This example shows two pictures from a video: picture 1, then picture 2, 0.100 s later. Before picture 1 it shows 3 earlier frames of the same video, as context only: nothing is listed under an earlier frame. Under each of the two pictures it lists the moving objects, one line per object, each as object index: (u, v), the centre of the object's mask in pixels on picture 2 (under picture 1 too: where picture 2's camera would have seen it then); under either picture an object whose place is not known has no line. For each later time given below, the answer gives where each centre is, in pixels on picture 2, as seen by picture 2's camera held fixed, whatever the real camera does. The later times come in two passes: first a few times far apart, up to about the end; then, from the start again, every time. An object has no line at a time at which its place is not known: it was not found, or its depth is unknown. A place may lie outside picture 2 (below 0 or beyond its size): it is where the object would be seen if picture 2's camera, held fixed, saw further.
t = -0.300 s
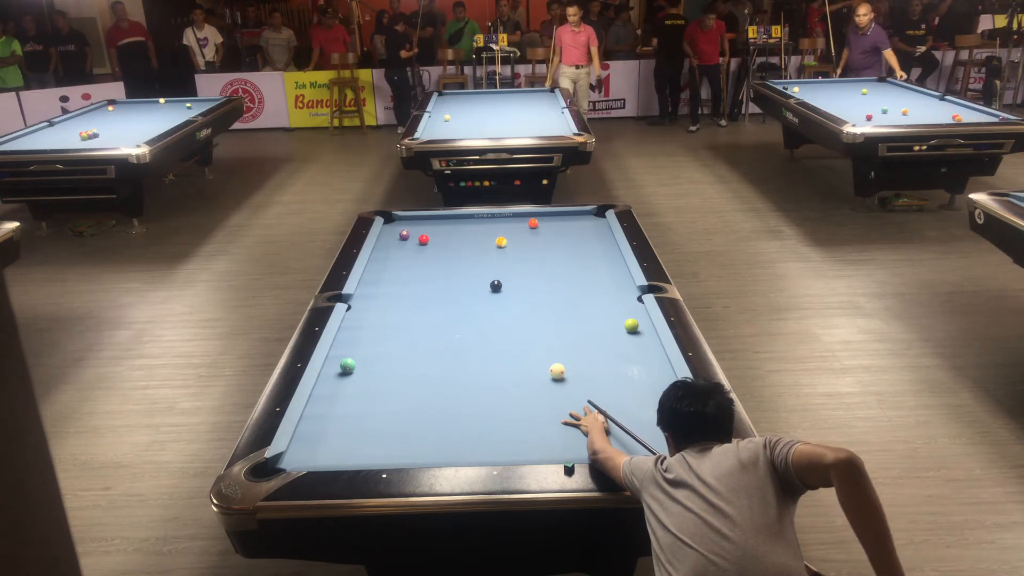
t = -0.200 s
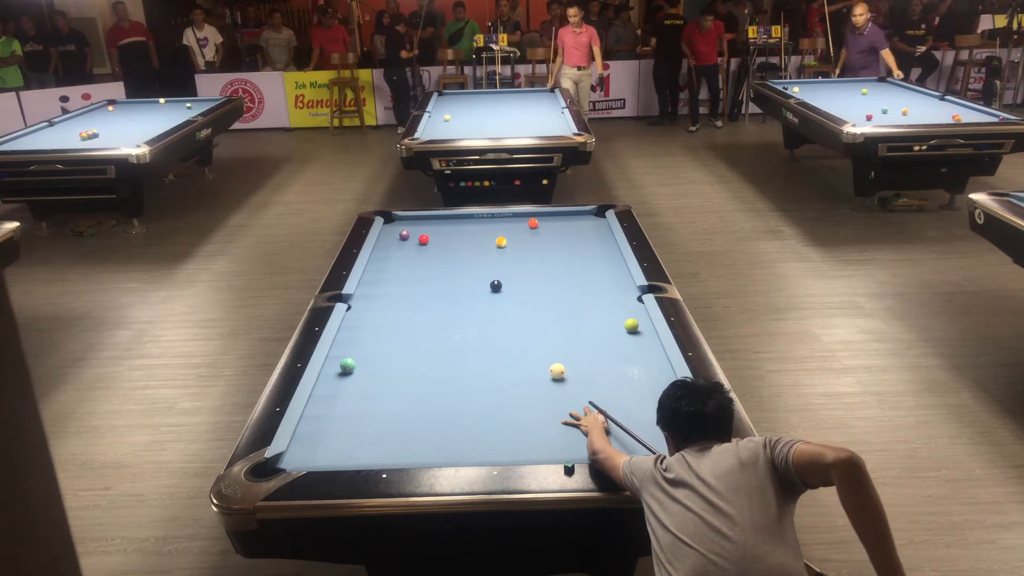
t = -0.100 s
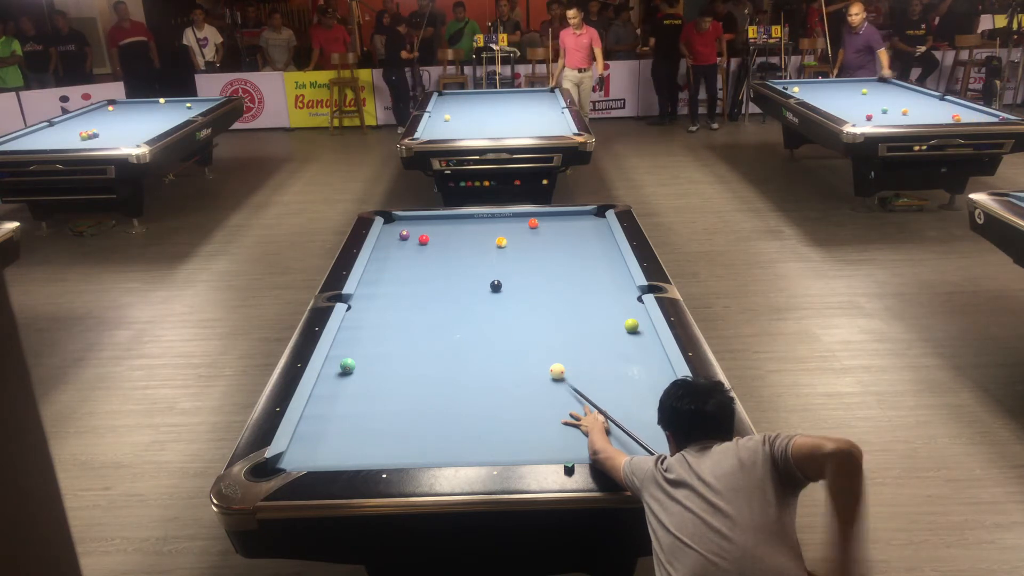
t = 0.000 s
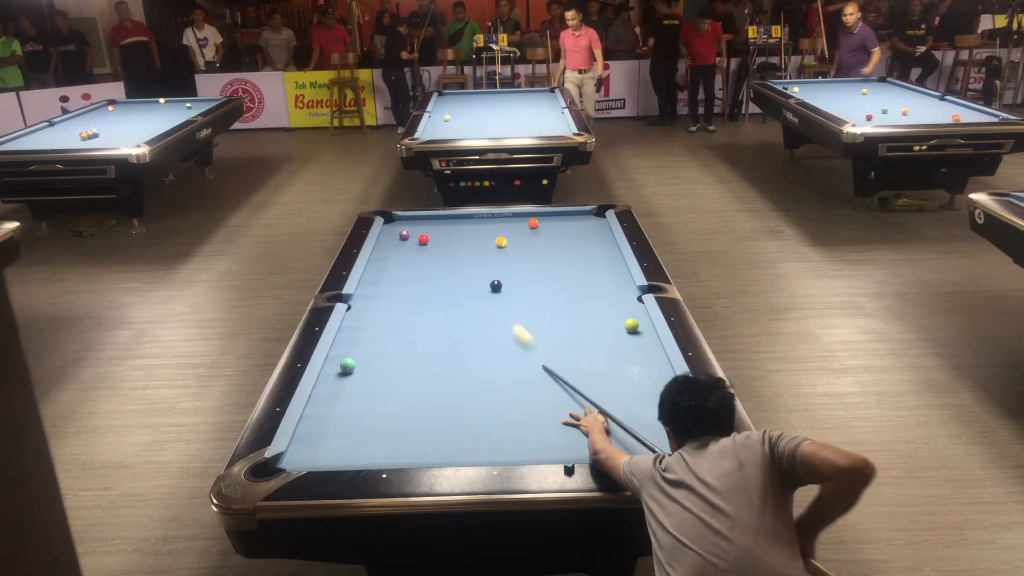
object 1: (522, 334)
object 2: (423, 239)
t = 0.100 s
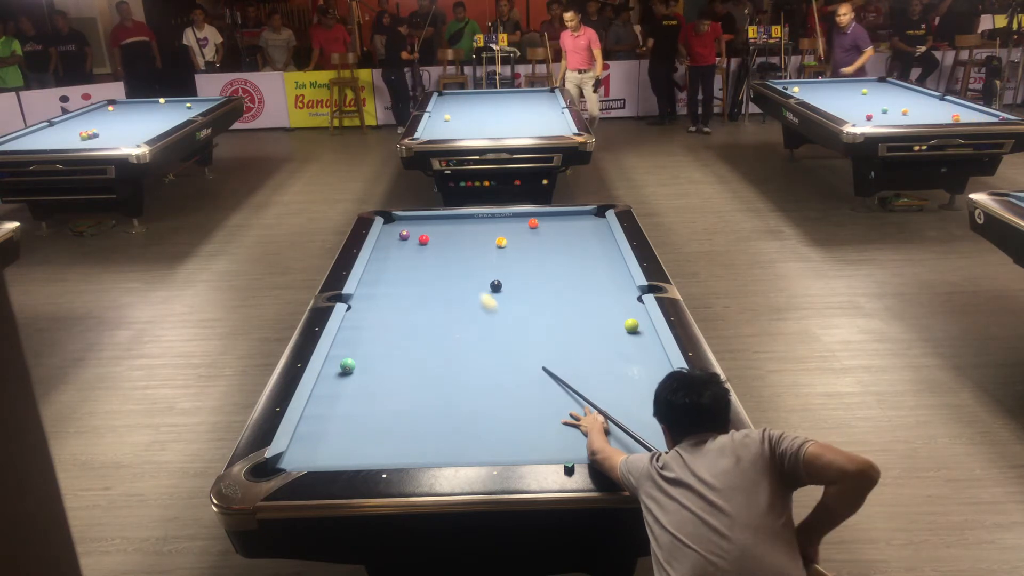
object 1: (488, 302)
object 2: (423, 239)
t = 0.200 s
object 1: (461, 276)
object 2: (423, 239)
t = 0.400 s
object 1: (428, 242)
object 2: (419, 234)
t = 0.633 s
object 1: (432, 244)
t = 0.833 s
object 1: (436, 245)
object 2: (410, 229)
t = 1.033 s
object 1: (439, 246)
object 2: (425, 236)
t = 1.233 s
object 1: (442, 248)
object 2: (439, 240)
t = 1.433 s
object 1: (444, 252)
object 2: (457, 245)
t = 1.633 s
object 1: (446, 258)
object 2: (473, 247)
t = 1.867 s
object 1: (448, 264)
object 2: (491, 250)
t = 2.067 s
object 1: (450, 269)
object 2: (507, 252)
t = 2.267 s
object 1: (452, 274)
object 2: (522, 253)
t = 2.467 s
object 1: (454, 279)
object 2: (537, 255)
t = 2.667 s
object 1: (456, 284)
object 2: (551, 257)
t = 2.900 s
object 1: (458, 289)
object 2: (567, 259)
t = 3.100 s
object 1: (459, 294)
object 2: (581, 261)
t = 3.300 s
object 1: (461, 298)
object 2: (594, 262)
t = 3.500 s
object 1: (462, 302)
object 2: (606, 264)
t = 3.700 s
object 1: (463, 306)
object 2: (618, 265)
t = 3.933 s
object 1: (464, 310)
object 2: (616, 266)
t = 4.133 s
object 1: (465, 314)
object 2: (612, 266)
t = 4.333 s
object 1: (466, 317)
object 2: (609, 266)
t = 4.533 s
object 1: (466, 320)
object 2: (606, 266)
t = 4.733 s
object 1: (467, 322)
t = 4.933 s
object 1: (468, 325)
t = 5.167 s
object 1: (468, 327)
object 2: (602, 265)
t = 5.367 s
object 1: (468, 329)
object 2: (602, 266)
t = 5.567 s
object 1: (468, 330)
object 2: (602, 266)
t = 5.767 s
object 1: (468, 331)
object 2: (602, 266)
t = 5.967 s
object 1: (469, 331)
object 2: (602, 266)
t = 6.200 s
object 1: (469, 331)
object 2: (602, 266)
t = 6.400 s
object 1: (469, 331)
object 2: (602, 266)
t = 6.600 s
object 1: (469, 331)
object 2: (602, 266)
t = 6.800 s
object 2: (602, 266)
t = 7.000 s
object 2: (602, 266)
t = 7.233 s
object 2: (602, 266)
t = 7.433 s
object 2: (602, 266)
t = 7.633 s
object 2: (602, 266)
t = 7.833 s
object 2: (602, 266)
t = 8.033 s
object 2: (602, 266)
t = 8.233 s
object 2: (602, 266)
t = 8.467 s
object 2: (602, 266)
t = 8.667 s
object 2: (602, 266)
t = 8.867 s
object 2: (602, 266)
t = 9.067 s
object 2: (602, 266)
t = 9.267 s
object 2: (602, 266)
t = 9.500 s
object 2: (602, 266)
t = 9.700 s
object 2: (602, 266)
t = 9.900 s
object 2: (602, 266)
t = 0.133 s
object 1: (479, 292)
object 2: (423, 239)
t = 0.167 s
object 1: (470, 284)
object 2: (424, 239)
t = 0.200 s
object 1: (461, 276)
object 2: (423, 239)
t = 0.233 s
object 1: (454, 268)
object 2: (424, 239)
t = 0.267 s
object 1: (447, 261)
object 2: (424, 239)
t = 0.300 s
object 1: (440, 255)
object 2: (424, 239)
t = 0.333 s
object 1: (434, 248)
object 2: (423, 239)
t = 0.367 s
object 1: (429, 243)
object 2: (422, 237)
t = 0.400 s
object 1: (428, 242)
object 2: (419, 234)
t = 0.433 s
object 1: (428, 242)
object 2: (413, 230)
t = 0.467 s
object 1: (429, 243)
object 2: (408, 225)
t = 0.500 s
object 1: (430, 243)
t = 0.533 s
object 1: (430, 243)
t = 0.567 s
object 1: (431, 243)
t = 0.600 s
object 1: (431, 243)
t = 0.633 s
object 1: (432, 244)
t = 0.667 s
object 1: (433, 244)
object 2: (396, 224)
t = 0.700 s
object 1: (433, 244)
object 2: (399, 226)
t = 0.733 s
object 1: (434, 244)
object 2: (401, 226)
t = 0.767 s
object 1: (435, 244)
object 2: (405, 226)
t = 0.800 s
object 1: (435, 245)
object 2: (407, 227)
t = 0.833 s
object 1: (436, 245)
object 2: (410, 229)
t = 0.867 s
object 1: (437, 245)
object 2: (413, 231)
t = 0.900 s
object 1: (437, 245)
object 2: (415, 232)
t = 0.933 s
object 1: (438, 246)
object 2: (417, 233)
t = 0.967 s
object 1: (438, 246)
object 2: (419, 234)
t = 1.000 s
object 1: (439, 246)
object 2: (422, 235)
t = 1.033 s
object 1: (439, 246)
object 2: (425, 236)
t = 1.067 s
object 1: (440, 247)
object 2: (427, 237)
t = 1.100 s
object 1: (440, 247)
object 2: (429, 238)
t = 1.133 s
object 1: (441, 247)
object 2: (432, 239)
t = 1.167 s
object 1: (441, 247)
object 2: (434, 240)
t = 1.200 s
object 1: (442, 247)
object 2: (437, 240)
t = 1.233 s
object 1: (442, 248)
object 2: (439, 240)
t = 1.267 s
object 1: (443, 248)
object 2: (443, 240)
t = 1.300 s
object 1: (443, 249)
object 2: (447, 242)
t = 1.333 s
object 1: (443, 250)
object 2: (450, 243)
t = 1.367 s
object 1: (444, 251)
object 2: (452, 244)
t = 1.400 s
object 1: (444, 252)
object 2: (454, 244)
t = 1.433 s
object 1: (444, 252)
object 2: (457, 245)
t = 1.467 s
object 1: (445, 253)
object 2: (460, 245)
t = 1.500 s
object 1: (445, 254)
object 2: (462, 246)
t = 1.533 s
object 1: (445, 255)
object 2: (465, 246)
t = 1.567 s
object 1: (446, 256)
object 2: (468, 246)
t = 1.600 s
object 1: (446, 257)
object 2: (470, 247)
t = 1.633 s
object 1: (446, 258)
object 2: (473, 247)
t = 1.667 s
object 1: (446, 258)
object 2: (475, 248)
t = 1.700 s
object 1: (447, 259)
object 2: (478, 248)
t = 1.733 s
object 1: (447, 260)
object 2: (481, 248)
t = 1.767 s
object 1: (447, 261)
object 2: (483, 249)
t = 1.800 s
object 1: (448, 262)
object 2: (486, 249)
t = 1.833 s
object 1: (448, 263)
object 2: (489, 249)
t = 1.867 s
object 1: (448, 264)
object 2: (491, 250)
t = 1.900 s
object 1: (449, 265)
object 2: (494, 250)
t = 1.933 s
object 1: (449, 265)
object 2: (496, 251)
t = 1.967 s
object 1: (449, 266)
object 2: (499, 251)
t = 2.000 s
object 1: (450, 267)
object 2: (501, 251)
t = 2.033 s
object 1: (450, 268)
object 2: (504, 252)
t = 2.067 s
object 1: (450, 269)
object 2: (507, 252)
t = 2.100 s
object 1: (451, 270)
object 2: (510, 252)
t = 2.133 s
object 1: (451, 271)
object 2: (512, 252)
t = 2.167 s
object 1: (451, 271)
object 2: (515, 253)
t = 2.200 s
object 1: (452, 272)
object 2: (517, 253)
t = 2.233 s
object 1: (452, 273)
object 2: (519, 253)
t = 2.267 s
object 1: (452, 274)
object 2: (522, 253)
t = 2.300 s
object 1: (452, 275)
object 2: (525, 254)
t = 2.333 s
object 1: (453, 275)
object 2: (527, 254)
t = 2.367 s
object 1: (453, 276)
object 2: (530, 254)
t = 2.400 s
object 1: (453, 277)
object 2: (532, 255)
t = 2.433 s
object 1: (454, 278)
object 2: (534, 255)
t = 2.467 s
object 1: (454, 279)
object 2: (537, 255)
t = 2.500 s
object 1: (454, 280)
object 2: (539, 255)
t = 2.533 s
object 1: (454, 280)
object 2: (542, 256)
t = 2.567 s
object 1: (455, 281)
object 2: (544, 256)
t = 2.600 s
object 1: (455, 282)
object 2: (546, 256)
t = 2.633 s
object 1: (456, 283)
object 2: (549, 257)
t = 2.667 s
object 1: (456, 284)
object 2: (551, 257)
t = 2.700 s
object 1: (456, 284)
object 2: (554, 257)
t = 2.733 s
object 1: (456, 285)
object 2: (556, 258)
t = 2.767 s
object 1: (457, 286)
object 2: (558, 258)
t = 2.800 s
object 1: (457, 287)
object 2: (560, 258)
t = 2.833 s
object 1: (457, 288)
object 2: (563, 258)
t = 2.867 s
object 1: (457, 288)
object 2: (565, 259)
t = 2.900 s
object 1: (458, 289)
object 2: (567, 259)
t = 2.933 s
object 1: (458, 290)
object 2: (569, 259)
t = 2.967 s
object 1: (458, 291)
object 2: (572, 260)
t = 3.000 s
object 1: (458, 291)
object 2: (574, 260)
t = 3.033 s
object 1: (459, 292)
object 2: (577, 260)
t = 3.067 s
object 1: (459, 293)
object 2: (579, 260)
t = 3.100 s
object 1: (459, 294)
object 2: (581, 261)
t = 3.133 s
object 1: (459, 294)
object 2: (583, 261)
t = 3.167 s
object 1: (460, 295)
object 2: (585, 261)
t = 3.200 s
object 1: (460, 296)
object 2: (587, 262)
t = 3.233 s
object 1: (460, 297)
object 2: (590, 262)
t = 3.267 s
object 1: (460, 297)
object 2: (592, 262)
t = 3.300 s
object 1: (461, 298)
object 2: (594, 262)
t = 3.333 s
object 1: (461, 299)
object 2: (596, 263)
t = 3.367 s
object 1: (461, 299)
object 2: (598, 263)
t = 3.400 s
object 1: (461, 300)
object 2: (600, 263)
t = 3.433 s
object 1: (462, 301)
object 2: (602, 263)
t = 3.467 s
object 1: (462, 301)
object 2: (604, 264)
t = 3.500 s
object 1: (462, 302)
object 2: (606, 264)
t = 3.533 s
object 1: (462, 303)
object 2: (608, 264)
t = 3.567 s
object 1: (462, 303)
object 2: (610, 264)
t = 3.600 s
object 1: (462, 304)
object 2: (613, 265)
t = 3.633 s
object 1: (462, 305)
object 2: (614, 265)
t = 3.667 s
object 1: (463, 305)
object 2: (616, 265)
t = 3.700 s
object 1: (463, 306)
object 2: (618, 265)
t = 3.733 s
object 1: (463, 307)
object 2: (620, 266)
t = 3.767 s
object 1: (463, 307)
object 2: (620, 266)
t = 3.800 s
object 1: (463, 308)
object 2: (619, 266)
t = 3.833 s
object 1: (464, 309)
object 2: (619, 266)
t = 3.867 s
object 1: (464, 309)
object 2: (618, 266)
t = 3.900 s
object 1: (464, 310)
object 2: (617, 266)
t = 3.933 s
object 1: (464, 310)
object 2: (616, 266)
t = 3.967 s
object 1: (464, 311)
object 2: (616, 266)
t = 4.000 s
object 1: (464, 312)
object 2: (615, 266)
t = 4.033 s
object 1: (465, 312)
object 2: (614, 266)
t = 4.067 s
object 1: (465, 313)
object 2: (614, 266)
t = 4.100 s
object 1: (465, 313)
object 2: (613, 266)
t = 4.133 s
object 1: (465, 314)
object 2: (612, 266)
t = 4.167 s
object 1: (465, 314)
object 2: (612, 266)
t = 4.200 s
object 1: (465, 315)
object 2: (611, 266)
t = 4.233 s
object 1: (465, 315)
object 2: (611, 266)
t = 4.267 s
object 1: (465, 316)
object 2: (610, 266)
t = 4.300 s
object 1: (466, 317)
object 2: (609, 266)
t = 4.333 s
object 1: (466, 317)
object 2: (609, 266)
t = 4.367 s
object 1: (466, 318)
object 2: (608, 266)
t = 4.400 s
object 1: (466, 318)
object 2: (608, 266)
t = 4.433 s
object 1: (466, 318)
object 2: (607, 266)
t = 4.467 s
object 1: (466, 319)
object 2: (607, 266)
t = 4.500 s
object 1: (466, 319)
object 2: (607, 266)
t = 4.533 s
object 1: (466, 320)
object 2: (606, 266)
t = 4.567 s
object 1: (466, 320)
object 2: (603, 267)
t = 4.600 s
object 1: (467, 321)
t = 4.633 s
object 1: (467, 321)
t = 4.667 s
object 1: (467, 322)
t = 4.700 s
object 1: (467, 322)
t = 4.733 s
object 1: (467, 322)
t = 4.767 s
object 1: (467, 323)
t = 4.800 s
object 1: (467, 323)
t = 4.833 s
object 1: (467, 324)
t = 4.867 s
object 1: (467, 324)
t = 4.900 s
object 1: (467, 324)
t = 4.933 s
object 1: (468, 325)
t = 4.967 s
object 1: (468, 325)
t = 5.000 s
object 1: (468, 326)
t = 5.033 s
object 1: (468, 326)
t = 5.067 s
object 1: (468, 326)
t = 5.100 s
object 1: (468, 326)
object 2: (601, 264)
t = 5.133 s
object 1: (468, 327)
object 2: (602, 265)
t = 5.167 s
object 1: (468, 327)
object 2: (602, 265)
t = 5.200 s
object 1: (468, 327)
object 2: (602, 266)
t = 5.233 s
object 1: (468, 328)
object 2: (602, 266)
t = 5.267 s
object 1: (468, 328)
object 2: (602, 266)
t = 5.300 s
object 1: (468, 328)
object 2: (602, 266)
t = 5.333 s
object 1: (468, 328)
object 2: (602, 266)
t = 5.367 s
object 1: (468, 329)
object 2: (602, 266)
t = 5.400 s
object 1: (468, 329)
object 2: (602, 266)
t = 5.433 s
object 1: (468, 329)
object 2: (602, 266)
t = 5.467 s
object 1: (468, 329)
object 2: (602, 266)
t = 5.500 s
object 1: (468, 329)
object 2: (602, 266)
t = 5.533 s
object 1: (468, 329)
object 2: (602, 266)
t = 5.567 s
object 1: (468, 330)
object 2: (602, 266)
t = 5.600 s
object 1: (468, 330)
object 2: (602, 266)
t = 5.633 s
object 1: (468, 330)
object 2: (602, 266)
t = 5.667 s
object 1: (468, 330)
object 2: (602, 266)
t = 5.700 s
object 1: (468, 330)
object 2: (602, 266)
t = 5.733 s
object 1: (468, 330)
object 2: (602, 266)
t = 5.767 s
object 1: (468, 331)
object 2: (602, 266)
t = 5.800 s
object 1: (469, 331)
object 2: (602, 266)
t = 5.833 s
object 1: (469, 331)
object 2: (602, 266)
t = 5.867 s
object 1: (469, 331)
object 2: (602, 266)
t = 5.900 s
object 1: (469, 331)
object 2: (602, 266)
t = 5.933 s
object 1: (469, 331)
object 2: (602, 266)
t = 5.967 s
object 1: (469, 331)
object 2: (602, 266)
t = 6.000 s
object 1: (469, 331)
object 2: (602, 266)
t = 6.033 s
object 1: (469, 331)
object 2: (602, 266)
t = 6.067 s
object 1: (469, 331)
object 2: (602, 266)
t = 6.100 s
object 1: (469, 331)
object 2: (602, 266)
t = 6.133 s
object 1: (469, 331)
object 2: (602, 266)
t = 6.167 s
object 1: (469, 331)
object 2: (602, 266)
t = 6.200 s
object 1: (469, 331)
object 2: (602, 266)
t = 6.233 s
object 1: (469, 331)
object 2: (602, 266)
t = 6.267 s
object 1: (469, 331)
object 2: (602, 266)
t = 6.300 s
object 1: (469, 331)
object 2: (602, 266)
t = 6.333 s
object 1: (469, 331)
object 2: (602, 266)
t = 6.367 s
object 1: (469, 331)
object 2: (602, 266)
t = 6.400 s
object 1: (469, 331)
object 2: (602, 266)
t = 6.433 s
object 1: (469, 331)
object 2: (602, 266)
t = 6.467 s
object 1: (469, 331)
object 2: (602, 266)
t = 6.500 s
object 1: (469, 331)
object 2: (602, 266)
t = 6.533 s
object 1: (469, 331)
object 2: (602, 266)
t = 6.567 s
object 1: (469, 331)
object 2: (602, 266)
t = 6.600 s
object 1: (469, 331)
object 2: (602, 266)
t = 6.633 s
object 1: (469, 331)
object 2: (602, 266)
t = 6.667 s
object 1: (469, 331)
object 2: (602, 266)
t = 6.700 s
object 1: (469, 331)
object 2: (602, 266)
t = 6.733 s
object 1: (469, 331)
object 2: (602, 266)
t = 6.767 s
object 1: (469, 331)
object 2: (602, 266)
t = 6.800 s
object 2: (602, 266)
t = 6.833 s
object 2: (602, 266)
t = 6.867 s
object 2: (602, 266)
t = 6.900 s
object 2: (602, 266)
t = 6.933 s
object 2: (602, 266)
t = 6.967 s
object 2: (602, 266)
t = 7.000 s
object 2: (602, 266)
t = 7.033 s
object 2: (602, 266)
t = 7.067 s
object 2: (602, 266)
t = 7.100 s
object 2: (602, 266)
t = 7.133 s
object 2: (602, 266)
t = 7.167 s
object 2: (602, 266)
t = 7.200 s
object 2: (602, 266)
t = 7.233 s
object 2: (602, 266)
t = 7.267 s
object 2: (602, 266)
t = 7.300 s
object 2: (602, 266)
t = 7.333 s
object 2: (602, 266)
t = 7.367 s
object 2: (602, 266)
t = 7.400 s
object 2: (602, 266)
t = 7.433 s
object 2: (602, 266)
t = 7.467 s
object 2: (602, 266)
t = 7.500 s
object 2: (602, 266)
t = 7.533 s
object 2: (602, 266)
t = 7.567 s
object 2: (602, 266)
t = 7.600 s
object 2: (602, 266)
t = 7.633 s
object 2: (602, 266)
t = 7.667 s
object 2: (602, 266)
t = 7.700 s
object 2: (602, 266)
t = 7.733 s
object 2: (602, 266)
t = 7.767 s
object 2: (602, 266)
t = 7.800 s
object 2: (602, 266)
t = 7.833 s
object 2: (602, 266)
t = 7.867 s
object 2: (602, 266)
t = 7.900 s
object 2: (602, 266)
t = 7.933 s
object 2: (602, 266)
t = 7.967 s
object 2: (602, 266)
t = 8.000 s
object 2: (602, 266)
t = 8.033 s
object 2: (602, 266)
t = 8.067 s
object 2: (602, 266)
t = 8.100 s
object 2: (602, 266)
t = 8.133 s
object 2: (602, 266)
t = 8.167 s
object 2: (602, 266)
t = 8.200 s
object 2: (602, 266)
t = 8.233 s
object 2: (602, 266)
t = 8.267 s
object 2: (602, 266)
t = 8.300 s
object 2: (602, 266)
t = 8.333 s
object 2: (602, 266)
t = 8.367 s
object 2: (602, 266)
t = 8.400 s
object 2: (602, 266)
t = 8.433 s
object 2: (602, 266)
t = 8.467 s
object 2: (602, 266)
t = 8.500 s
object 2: (602, 266)
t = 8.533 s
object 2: (602, 266)
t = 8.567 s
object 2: (602, 266)
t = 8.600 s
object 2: (602, 266)
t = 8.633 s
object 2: (602, 266)
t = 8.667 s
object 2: (602, 266)
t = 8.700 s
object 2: (602, 266)
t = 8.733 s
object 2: (602, 266)
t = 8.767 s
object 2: (602, 266)
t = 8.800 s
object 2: (602, 266)
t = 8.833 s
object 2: (602, 266)
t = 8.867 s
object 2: (602, 266)
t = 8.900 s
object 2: (602, 266)
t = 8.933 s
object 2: (602, 266)
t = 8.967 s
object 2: (602, 266)
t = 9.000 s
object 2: (602, 266)
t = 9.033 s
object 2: (602, 266)
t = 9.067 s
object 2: (602, 266)
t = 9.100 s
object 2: (602, 266)
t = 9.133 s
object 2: (602, 266)
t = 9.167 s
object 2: (602, 266)
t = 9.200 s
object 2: (602, 266)
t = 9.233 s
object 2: (602, 266)
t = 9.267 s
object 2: (602, 266)
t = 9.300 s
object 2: (602, 266)
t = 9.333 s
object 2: (602, 265)
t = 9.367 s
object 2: (602, 266)
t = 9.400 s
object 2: (602, 266)
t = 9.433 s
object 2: (602, 266)
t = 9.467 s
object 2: (602, 266)
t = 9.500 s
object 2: (602, 266)
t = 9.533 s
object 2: (602, 266)
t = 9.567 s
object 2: (602, 266)
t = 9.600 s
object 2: (602, 266)
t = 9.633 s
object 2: (602, 266)
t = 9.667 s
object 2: (602, 266)
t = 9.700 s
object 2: (602, 266)
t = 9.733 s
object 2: (602, 266)
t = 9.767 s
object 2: (602, 266)
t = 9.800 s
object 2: (602, 266)
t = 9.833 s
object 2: (602, 266)
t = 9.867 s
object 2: (602, 266)
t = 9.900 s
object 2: (602, 266)
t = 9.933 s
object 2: (602, 266)
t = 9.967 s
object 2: (602, 266)
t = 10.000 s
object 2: (602, 265)
